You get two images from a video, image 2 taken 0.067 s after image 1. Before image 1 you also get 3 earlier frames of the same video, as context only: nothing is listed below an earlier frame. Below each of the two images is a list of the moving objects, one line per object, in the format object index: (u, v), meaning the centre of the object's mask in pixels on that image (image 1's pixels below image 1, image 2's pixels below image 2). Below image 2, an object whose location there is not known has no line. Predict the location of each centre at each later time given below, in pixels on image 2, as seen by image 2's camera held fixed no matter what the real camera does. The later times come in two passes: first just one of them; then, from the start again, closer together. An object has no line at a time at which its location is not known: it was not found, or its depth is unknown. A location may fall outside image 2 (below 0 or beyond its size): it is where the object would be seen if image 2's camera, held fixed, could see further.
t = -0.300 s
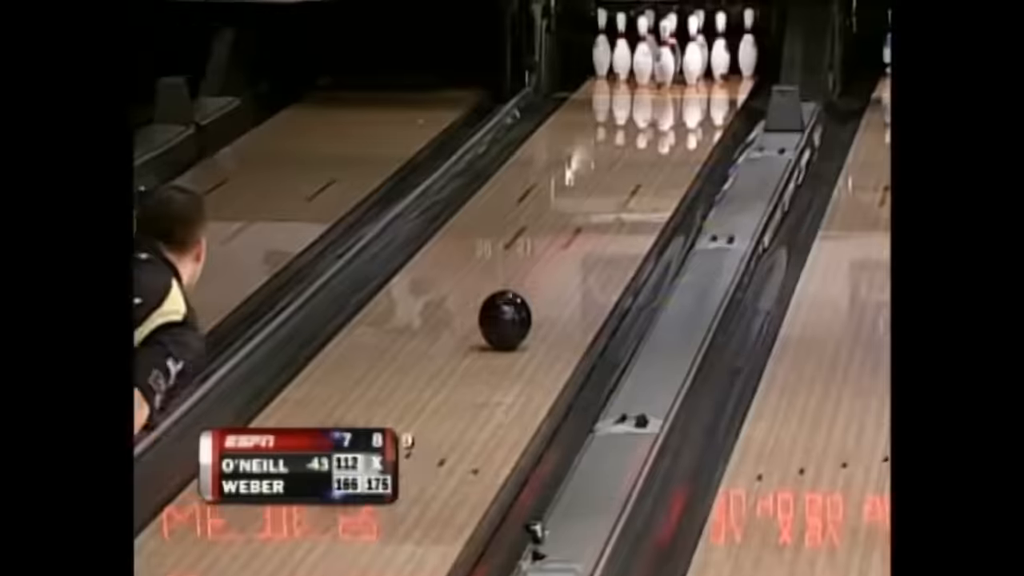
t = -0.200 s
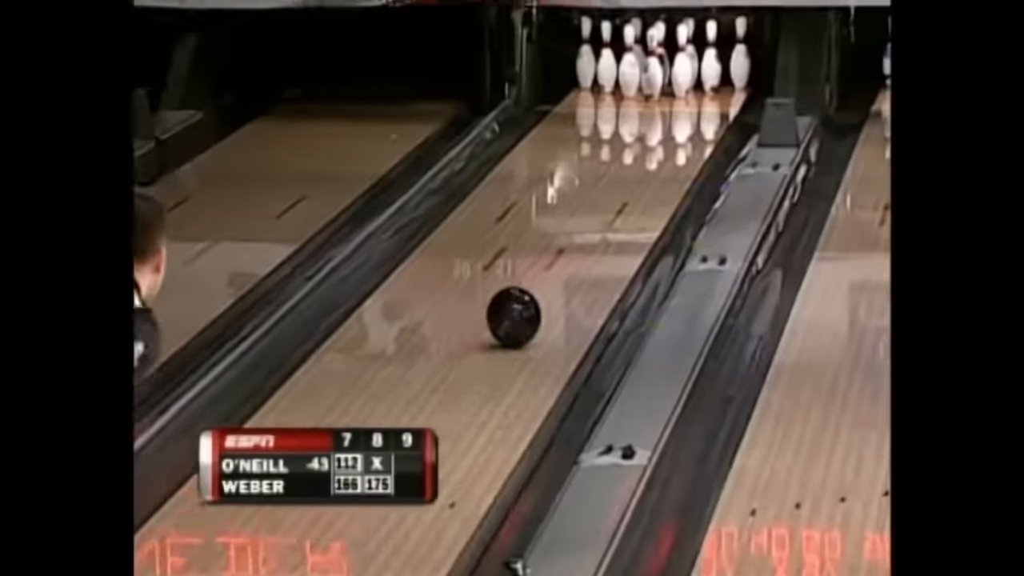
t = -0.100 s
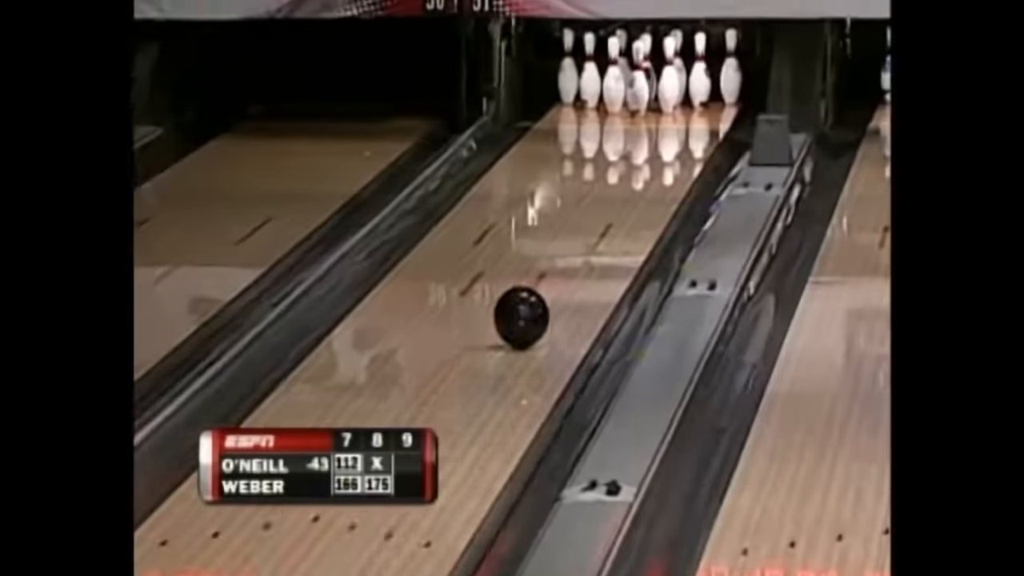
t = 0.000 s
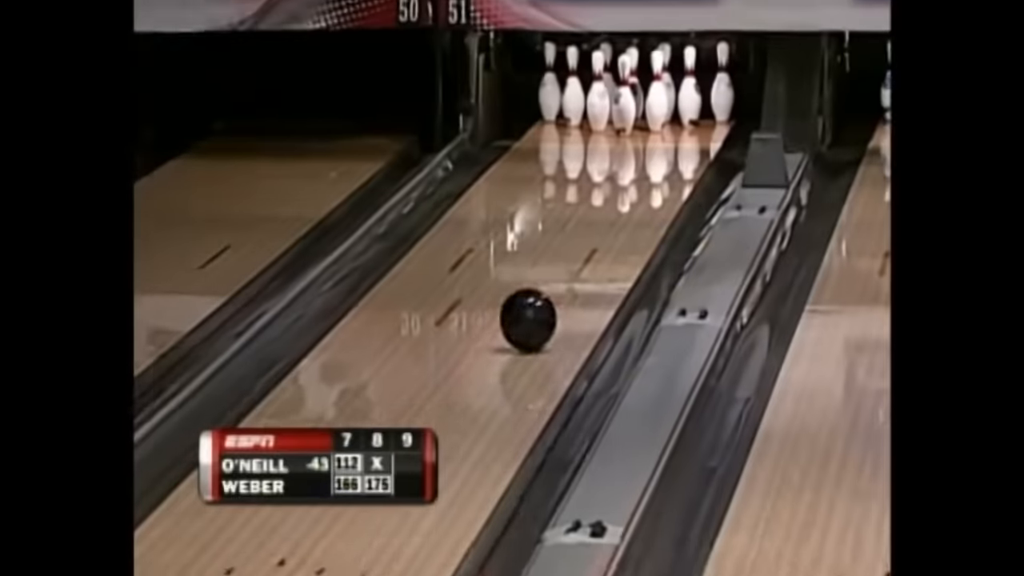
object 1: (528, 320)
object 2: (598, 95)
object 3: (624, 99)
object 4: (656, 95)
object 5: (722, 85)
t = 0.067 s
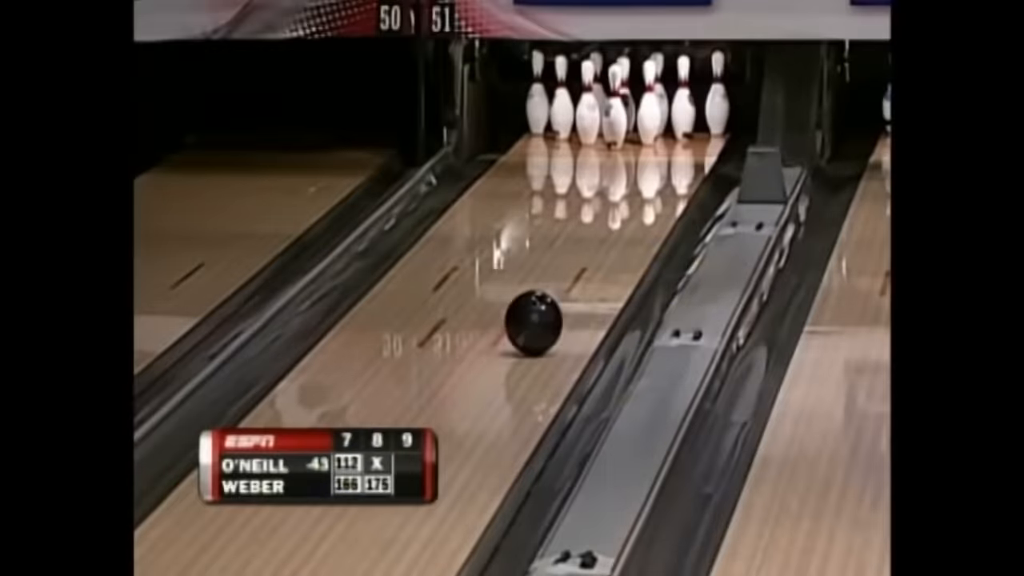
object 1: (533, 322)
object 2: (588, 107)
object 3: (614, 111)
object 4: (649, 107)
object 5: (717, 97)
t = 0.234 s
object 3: (613, 110)
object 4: (648, 106)
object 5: (717, 97)
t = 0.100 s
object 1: (542, 314)
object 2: (587, 107)
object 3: (614, 111)
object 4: (649, 106)
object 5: (717, 97)
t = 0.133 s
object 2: (587, 107)
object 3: (614, 111)
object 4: (648, 106)
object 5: (717, 96)
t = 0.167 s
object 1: (558, 297)
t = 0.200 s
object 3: (614, 110)
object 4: (649, 106)
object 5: (717, 96)
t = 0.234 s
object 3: (613, 110)
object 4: (648, 106)
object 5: (717, 97)
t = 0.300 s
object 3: (614, 111)
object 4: (649, 106)
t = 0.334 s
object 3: (613, 110)
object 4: (649, 106)
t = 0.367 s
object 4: (649, 106)
